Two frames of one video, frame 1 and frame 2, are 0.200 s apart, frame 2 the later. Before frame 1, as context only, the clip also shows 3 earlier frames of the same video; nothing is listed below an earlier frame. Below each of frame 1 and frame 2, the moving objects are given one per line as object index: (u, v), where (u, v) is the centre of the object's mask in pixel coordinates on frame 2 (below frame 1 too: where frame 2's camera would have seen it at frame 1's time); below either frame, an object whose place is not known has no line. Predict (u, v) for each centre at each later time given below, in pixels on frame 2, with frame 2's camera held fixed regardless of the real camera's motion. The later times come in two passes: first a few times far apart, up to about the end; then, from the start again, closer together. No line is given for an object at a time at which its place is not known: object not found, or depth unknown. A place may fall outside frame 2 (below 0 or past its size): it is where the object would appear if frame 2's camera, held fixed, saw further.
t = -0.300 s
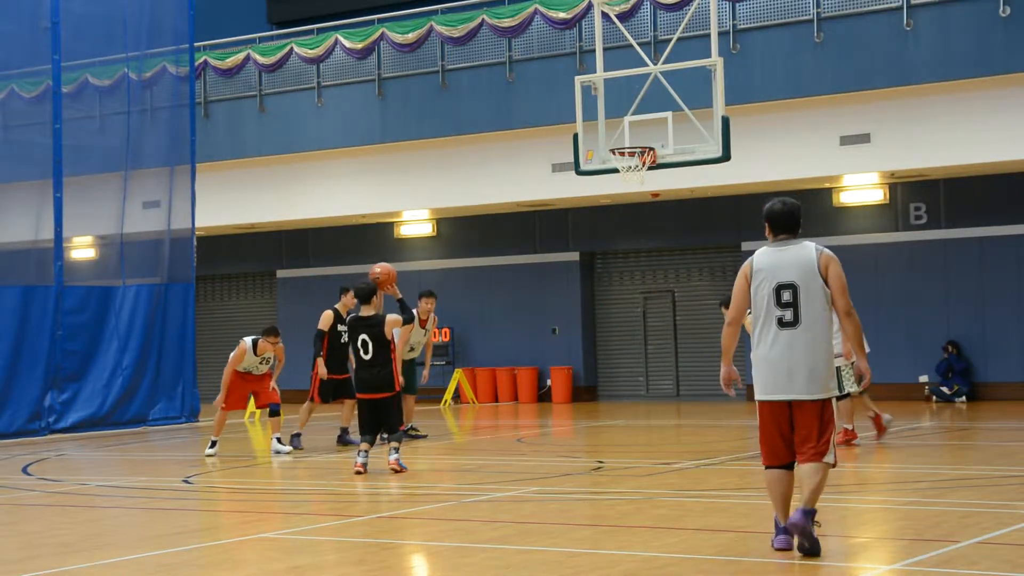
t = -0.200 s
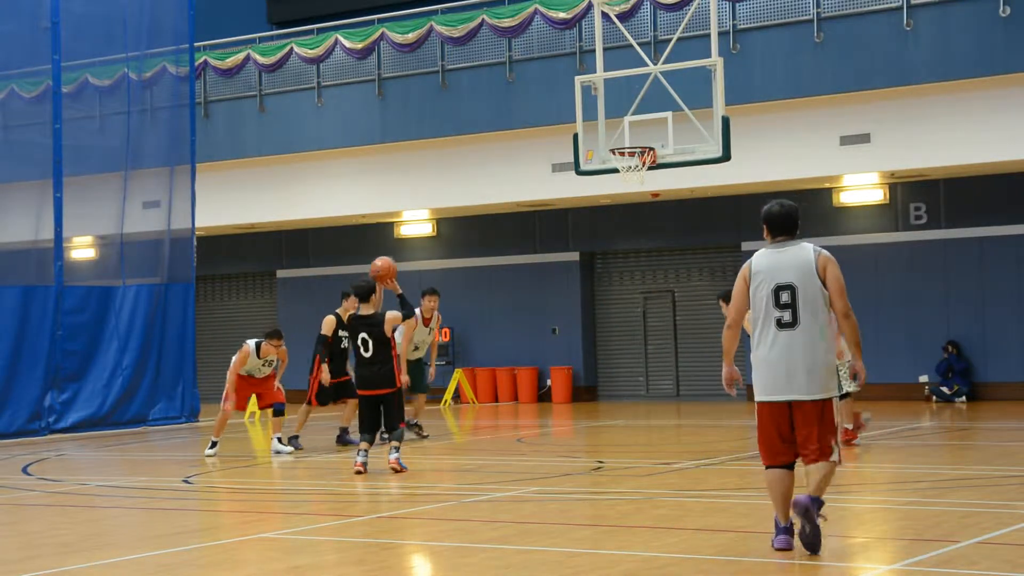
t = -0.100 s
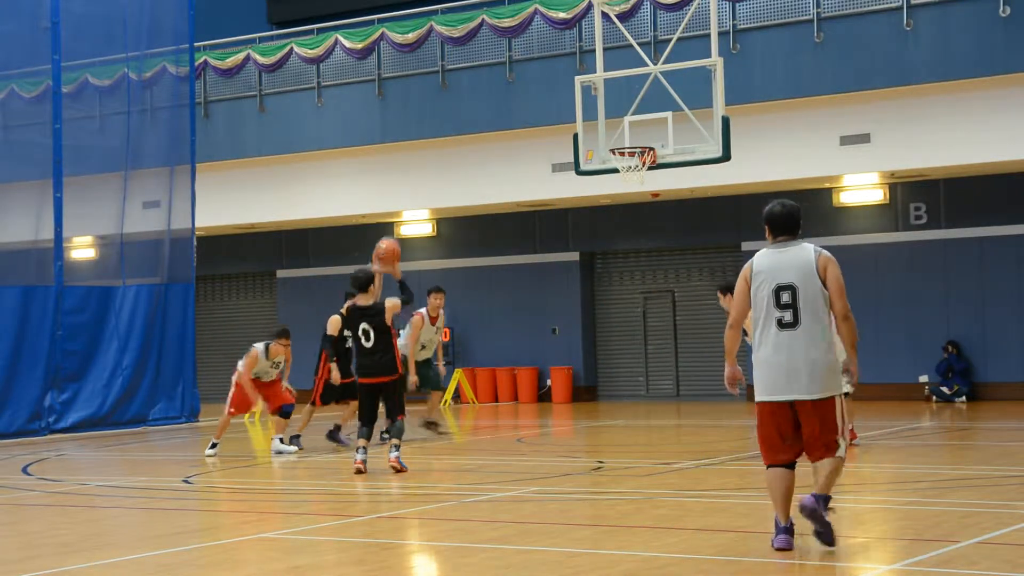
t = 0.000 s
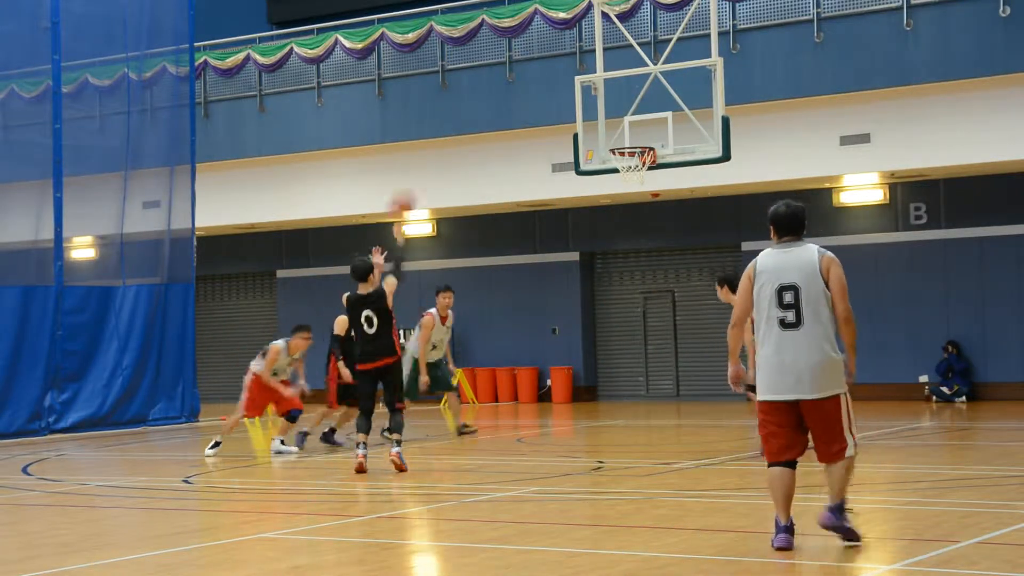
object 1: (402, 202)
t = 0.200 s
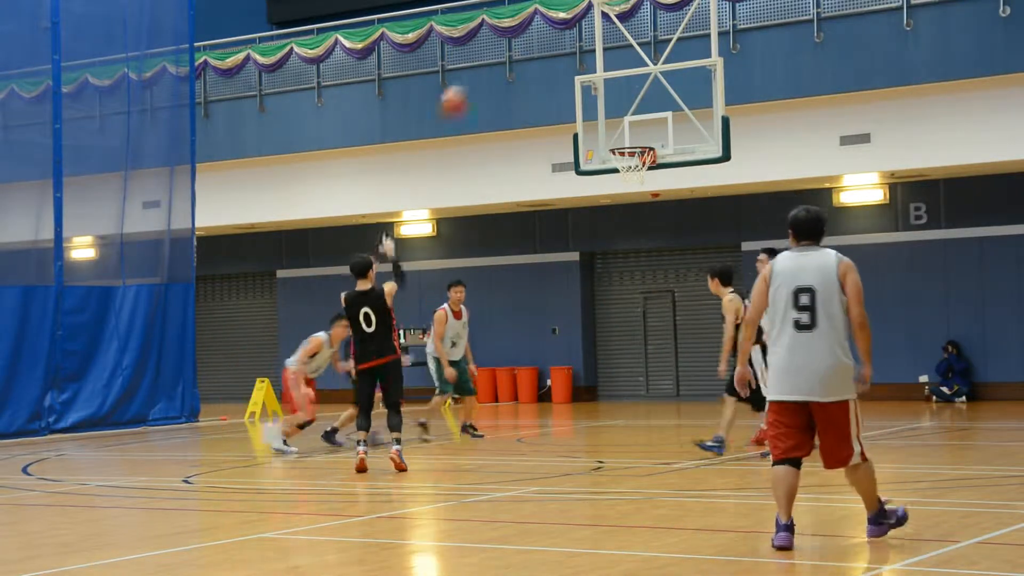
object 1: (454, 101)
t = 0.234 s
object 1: (462, 87)
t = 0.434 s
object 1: (509, 41)
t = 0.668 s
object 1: (562, 38)
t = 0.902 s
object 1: (613, 86)
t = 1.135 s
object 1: (624, 142)
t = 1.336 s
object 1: (612, 118)
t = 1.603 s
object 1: (598, 141)
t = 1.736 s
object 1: (590, 180)
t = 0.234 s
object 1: (462, 87)
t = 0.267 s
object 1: (469, 78)
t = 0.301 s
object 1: (477, 69)
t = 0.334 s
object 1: (485, 60)
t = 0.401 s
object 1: (502, 46)
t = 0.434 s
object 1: (509, 41)
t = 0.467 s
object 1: (517, 38)
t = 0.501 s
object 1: (525, 35)
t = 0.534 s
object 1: (531, 34)
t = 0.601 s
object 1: (548, 34)
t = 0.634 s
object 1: (555, 36)
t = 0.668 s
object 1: (562, 38)
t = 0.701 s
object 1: (569, 42)
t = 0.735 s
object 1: (577, 46)
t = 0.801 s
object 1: (590, 59)
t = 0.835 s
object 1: (598, 67)
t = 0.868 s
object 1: (606, 76)
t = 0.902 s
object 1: (613, 86)
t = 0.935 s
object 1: (618, 95)
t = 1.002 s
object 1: (632, 118)
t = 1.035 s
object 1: (639, 132)
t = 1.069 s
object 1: (640, 142)
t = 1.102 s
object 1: (631, 142)
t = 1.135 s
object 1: (624, 142)
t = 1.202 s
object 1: (620, 132)
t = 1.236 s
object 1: (618, 126)
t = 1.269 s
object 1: (616, 123)
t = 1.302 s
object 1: (614, 120)
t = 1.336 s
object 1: (612, 118)
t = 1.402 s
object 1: (609, 118)
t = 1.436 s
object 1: (607, 119)
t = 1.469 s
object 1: (606, 121)
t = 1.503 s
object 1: (604, 125)
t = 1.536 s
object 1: (602, 130)
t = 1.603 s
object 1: (598, 141)
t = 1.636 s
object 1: (596, 149)
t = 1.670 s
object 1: (594, 158)
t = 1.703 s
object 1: (592, 168)
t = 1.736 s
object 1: (590, 180)
